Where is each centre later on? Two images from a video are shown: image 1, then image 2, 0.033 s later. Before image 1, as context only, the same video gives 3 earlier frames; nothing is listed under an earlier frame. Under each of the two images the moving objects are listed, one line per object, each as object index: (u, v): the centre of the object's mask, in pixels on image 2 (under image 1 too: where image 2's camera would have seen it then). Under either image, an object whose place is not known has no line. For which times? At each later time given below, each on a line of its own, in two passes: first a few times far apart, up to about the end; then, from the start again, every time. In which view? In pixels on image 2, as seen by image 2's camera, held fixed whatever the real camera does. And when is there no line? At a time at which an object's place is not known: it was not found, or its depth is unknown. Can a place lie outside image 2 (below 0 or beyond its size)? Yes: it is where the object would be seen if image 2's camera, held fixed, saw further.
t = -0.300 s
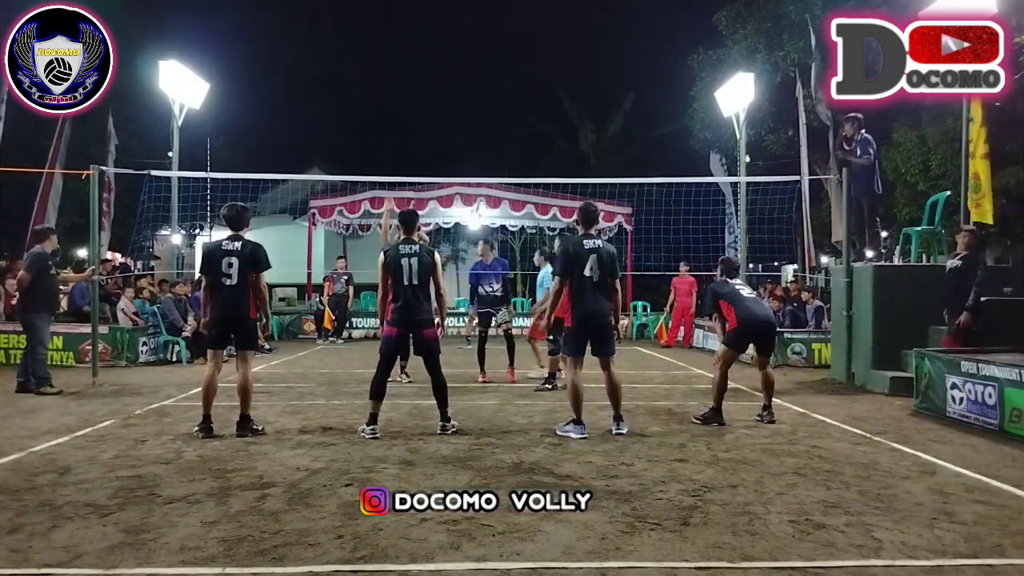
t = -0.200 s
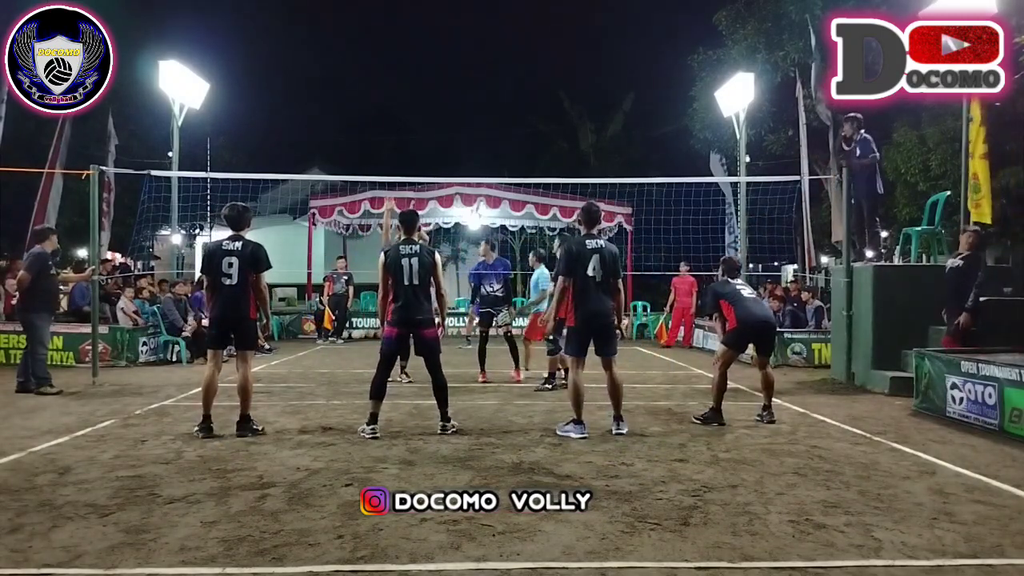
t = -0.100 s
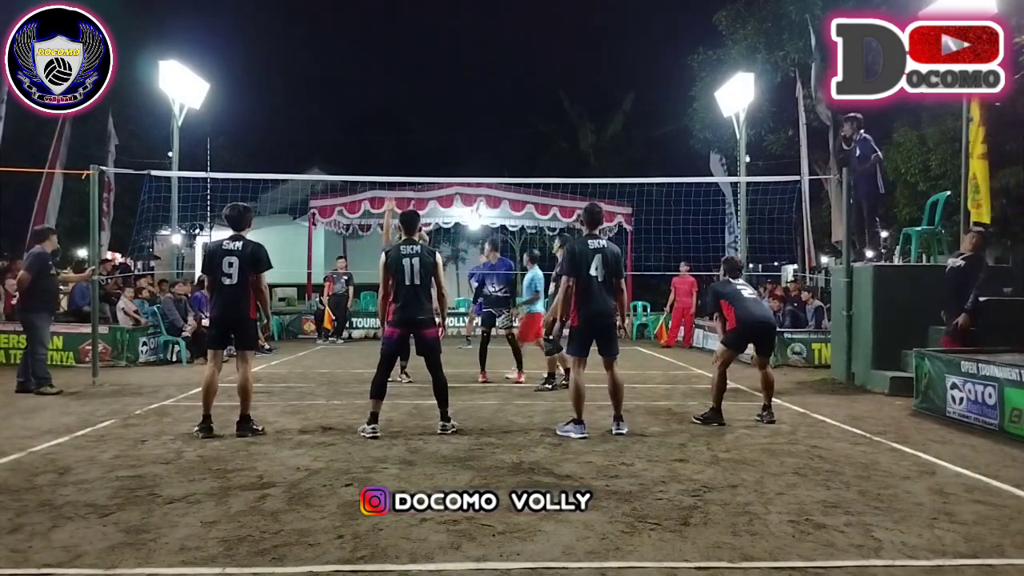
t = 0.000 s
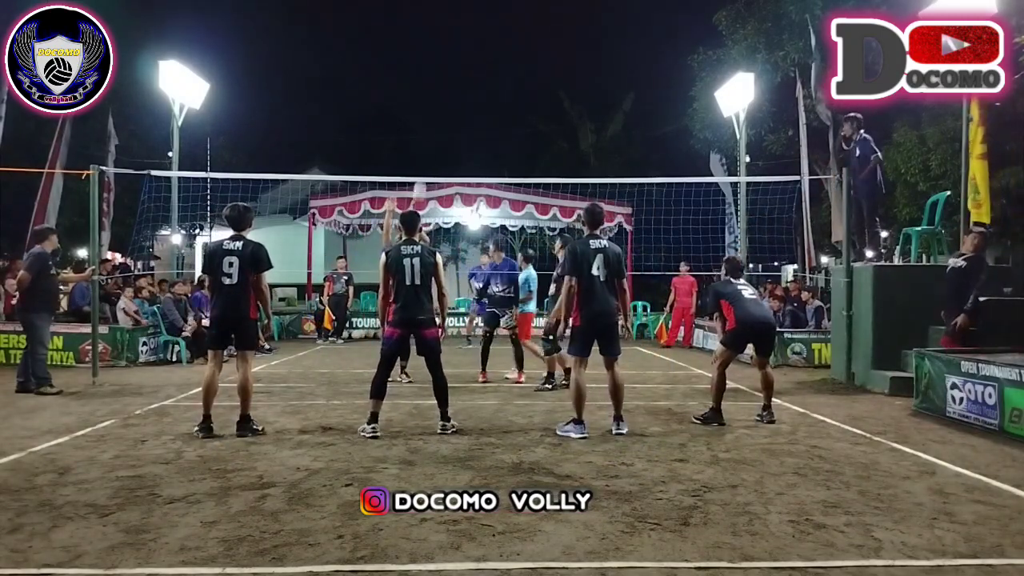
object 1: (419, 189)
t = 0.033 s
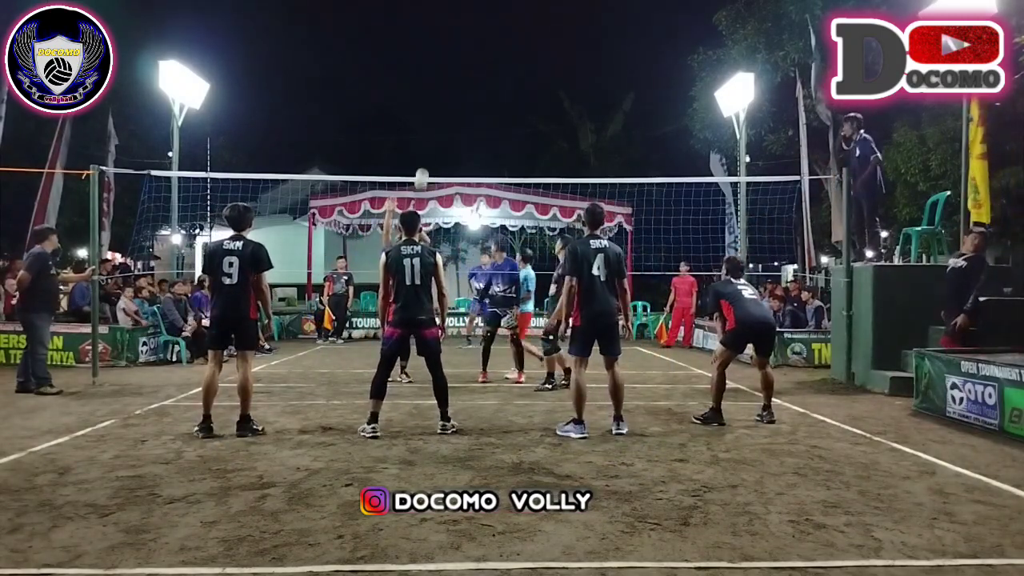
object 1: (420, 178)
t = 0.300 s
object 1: (445, 92)
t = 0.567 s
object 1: (468, 46)
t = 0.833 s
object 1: (504, 77)
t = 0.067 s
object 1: (423, 165)
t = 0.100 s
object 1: (425, 153)
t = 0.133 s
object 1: (428, 142)
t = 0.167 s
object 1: (431, 131)
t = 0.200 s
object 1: (435, 121)
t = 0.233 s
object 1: (439, 111)
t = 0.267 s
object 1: (442, 101)
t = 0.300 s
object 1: (445, 92)
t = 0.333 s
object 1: (448, 82)
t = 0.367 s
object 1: (451, 74)
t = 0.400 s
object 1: (454, 67)
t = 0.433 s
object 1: (457, 61)
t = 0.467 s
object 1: (459, 55)
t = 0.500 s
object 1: (462, 51)
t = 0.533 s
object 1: (464, 48)
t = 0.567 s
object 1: (468, 46)
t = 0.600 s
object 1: (471, 45)
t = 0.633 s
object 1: (475, 45)
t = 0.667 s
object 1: (479, 46)
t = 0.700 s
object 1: (483, 49)
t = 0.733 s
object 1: (488, 54)
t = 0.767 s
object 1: (494, 60)
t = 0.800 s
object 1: (499, 67)
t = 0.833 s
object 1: (504, 77)
